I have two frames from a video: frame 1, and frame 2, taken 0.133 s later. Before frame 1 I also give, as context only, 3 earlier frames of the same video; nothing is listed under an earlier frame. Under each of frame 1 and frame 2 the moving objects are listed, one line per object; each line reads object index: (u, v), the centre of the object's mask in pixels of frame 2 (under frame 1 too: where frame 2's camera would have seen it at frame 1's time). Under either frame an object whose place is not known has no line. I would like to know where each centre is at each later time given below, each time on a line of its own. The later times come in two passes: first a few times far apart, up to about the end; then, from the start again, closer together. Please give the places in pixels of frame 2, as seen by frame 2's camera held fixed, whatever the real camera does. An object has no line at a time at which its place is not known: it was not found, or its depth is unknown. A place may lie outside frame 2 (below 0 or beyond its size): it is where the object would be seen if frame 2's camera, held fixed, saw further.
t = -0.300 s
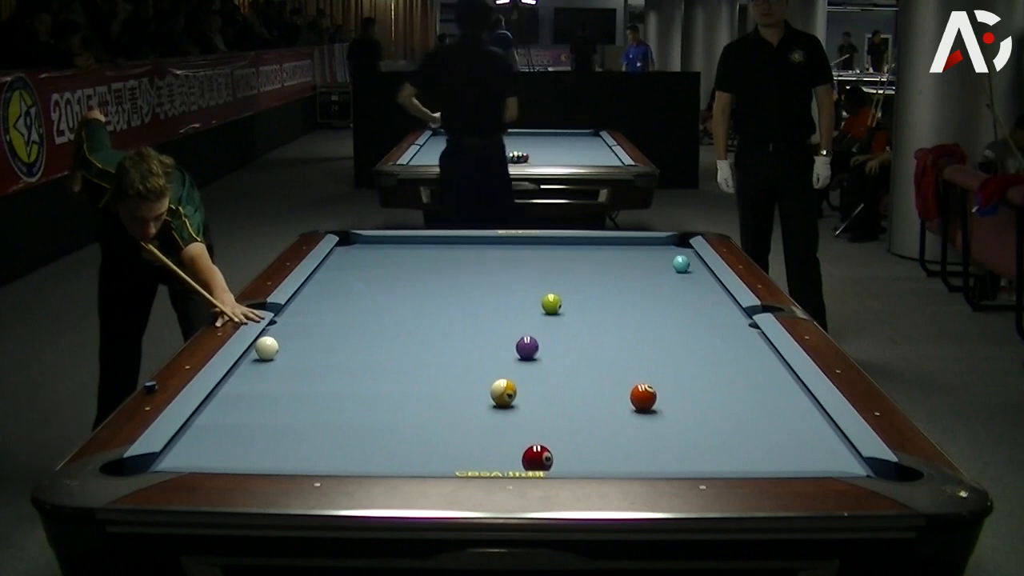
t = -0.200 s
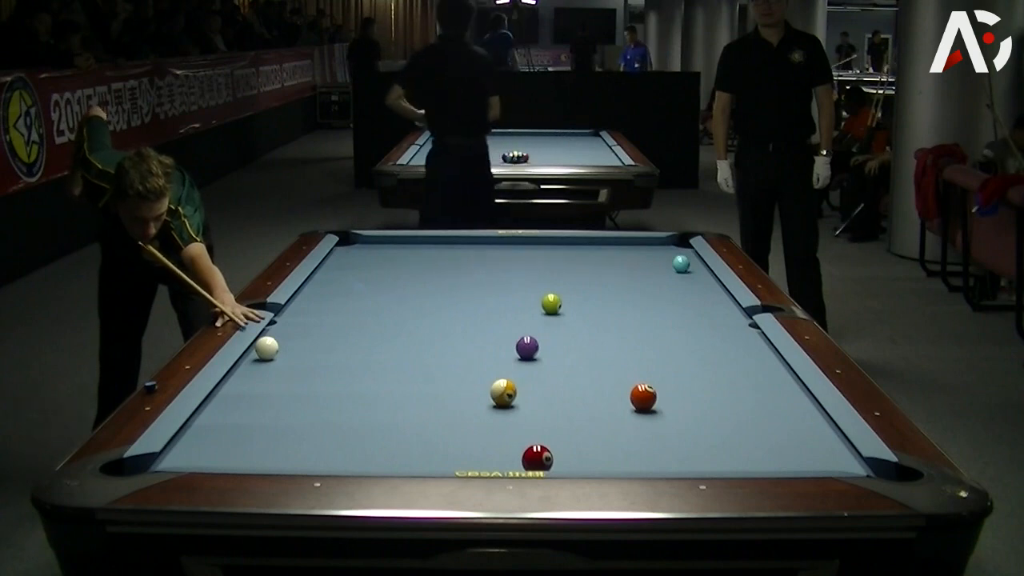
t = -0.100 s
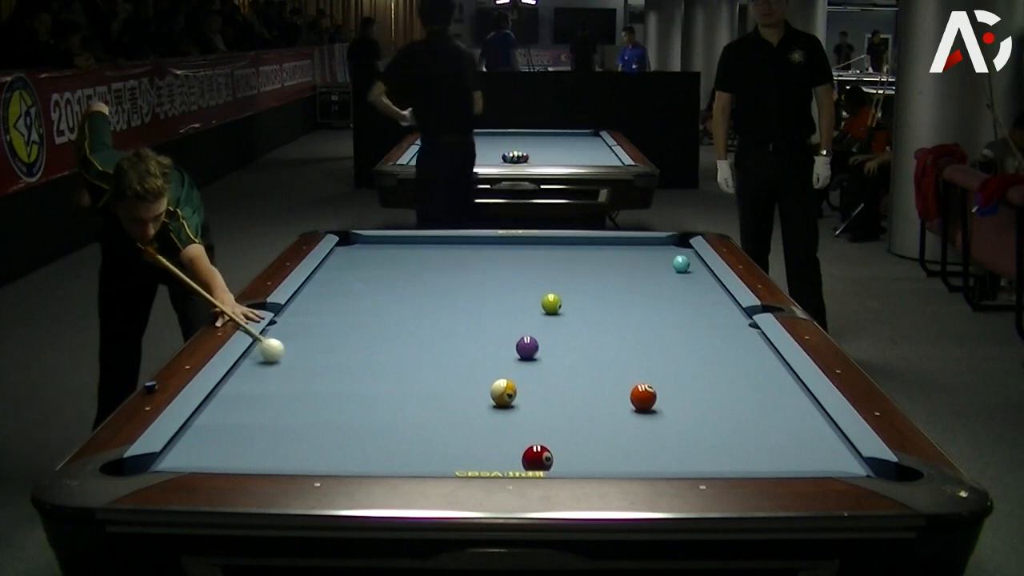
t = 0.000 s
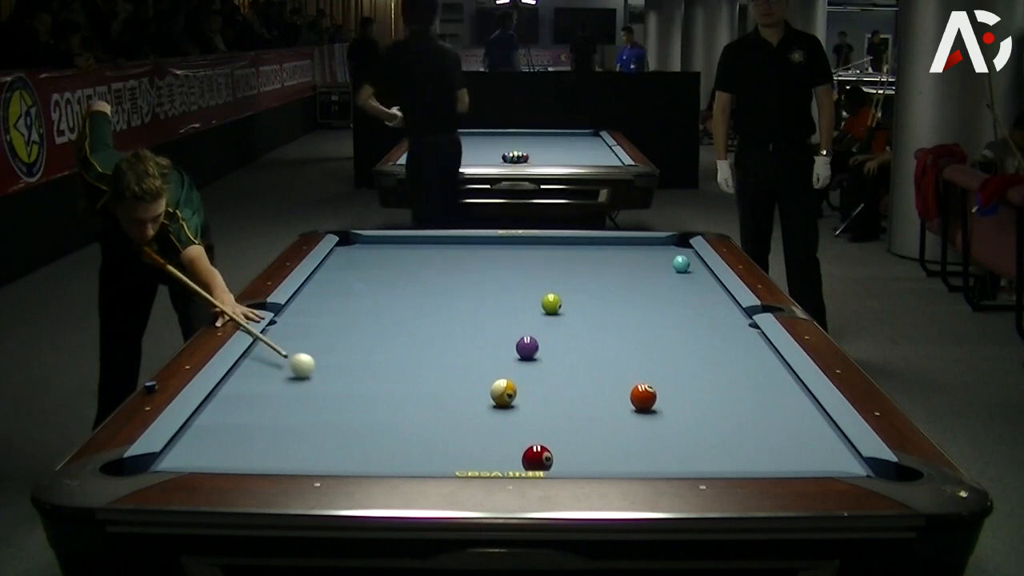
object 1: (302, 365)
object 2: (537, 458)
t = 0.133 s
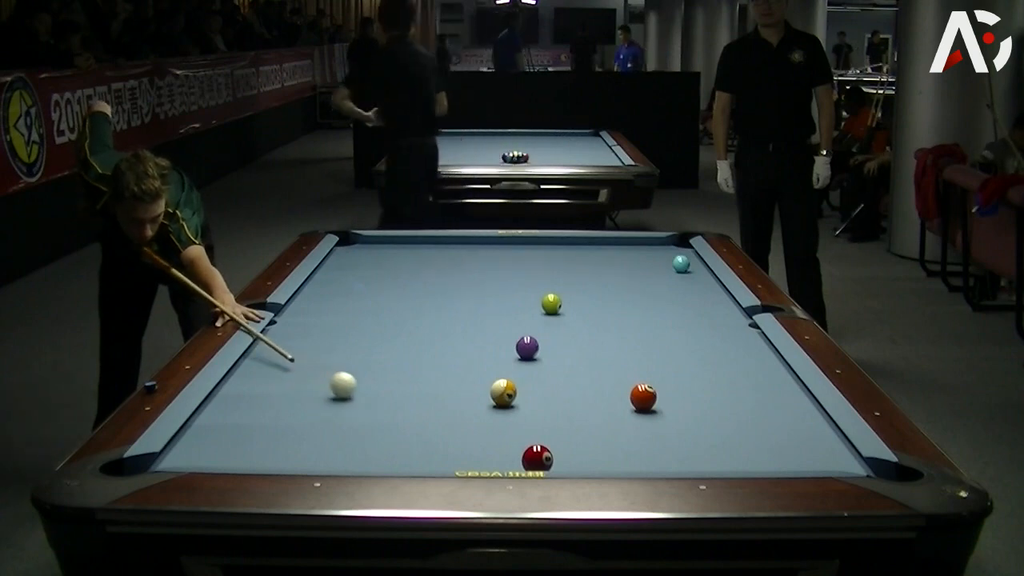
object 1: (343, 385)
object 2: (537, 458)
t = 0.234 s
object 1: (377, 401)
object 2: (537, 458)
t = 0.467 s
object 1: (468, 444)
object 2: (537, 458)
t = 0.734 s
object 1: (530, 451)
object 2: (584, 457)
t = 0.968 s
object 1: (559, 428)
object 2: (635, 456)
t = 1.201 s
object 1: (585, 408)
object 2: (683, 454)
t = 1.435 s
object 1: (607, 390)
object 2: (727, 453)
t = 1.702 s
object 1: (629, 372)
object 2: (775, 451)
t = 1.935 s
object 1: (646, 358)
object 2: (814, 450)
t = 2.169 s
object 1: (662, 346)
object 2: (832, 448)
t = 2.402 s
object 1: (675, 334)
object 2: (814, 448)
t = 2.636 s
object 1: (687, 324)
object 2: (798, 447)
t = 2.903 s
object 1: (699, 314)
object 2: (783, 447)
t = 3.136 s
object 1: (708, 306)
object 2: (772, 446)
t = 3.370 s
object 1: (717, 299)
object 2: (764, 446)
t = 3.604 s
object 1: (717, 292)
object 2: (758, 446)
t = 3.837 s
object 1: (708, 287)
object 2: (754, 446)
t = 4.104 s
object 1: (697, 281)
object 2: (753, 446)
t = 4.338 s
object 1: (688, 277)
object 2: (753, 446)
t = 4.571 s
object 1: (681, 273)
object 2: (753, 446)
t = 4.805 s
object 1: (674, 270)
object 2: (753, 446)
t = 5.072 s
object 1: (667, 266)
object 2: (753, 446)
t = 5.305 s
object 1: (660, 263)
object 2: (753, 446)
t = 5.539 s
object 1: (654, 261)
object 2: (753, 446)
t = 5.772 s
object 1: (648, 259)
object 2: (753, 446)
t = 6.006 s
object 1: (642, 257)
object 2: (753, 446)
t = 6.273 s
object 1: (637, 255)
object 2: (753, 446)
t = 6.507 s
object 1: (634, 254)
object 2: (753, 446)
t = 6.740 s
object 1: (631, 252)
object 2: (753, 446)
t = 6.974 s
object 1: (628, 251)
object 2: (753, 446)
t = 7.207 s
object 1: (627, 251)
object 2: (753, 446)
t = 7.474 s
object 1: (625, 250)
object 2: (753, 446)
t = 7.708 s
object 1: (624, 250)
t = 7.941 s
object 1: (624, 250)
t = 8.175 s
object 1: (624, 250)
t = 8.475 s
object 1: (623, 248)
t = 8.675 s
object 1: (624, 250)
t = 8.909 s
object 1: (624, 250)
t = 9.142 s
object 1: (624, 250)
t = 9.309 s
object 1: (624, 250)
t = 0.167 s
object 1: (354, 390)
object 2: (537, 458)
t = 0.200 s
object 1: (365, 396)
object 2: (537, 458)
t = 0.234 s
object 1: (377, 401)
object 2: (537, 458)
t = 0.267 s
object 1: (388, 407)
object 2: (537, 458)
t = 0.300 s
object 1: (401, 413)
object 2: (537, 458)
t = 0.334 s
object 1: (413, 419)
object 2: (537, 458)
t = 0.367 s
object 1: (426, 425)
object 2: (537, 458)
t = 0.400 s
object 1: (440, 432)
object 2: (537, 458)
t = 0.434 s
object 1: (454, 438)
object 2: (537, 458)
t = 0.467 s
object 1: (468, 444)
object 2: (537, 458)
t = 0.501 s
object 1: (482, 451)
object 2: (537, 458)
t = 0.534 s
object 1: (497, 456)
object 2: (537, 458)
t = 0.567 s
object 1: (508, 461)
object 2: (543, 458)
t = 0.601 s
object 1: (513, 463)
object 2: (553, 458)
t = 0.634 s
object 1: (517, 461)
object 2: (562, 458)
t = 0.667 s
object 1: (521, 458)
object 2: (569, 457)
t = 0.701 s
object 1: (525, 455)
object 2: (577, 457)
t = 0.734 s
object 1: (530, 451)
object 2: (584, 457)
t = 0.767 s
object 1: (535, 448)
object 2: (592, 457)
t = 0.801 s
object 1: (539, 445)
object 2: (599, 457)
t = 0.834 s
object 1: (543, 442)
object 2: (606, 457)
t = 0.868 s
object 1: (547, 438)
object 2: (614, 456)
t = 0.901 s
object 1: (552, 435)
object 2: (621, 456)
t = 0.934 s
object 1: (556, 432)
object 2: (628, 456)
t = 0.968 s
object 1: (559, 428)
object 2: (635, 456)
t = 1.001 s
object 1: (563, 425)
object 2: (642, 455)
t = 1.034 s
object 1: (567, 422)
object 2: (649, 456)
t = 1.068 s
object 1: (571, 419)
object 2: (656, 455)
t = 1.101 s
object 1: (574, 416)
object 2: (663, 455)
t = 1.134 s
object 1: (578, 413)
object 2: (670, 455)
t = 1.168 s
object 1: (581, 411)
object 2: (676, 455)
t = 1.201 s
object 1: (585, 408)
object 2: (683, 454)
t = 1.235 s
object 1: (588, 405)
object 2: (690, 455)
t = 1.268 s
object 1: (592, 403)
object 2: (696, 454)
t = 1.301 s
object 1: (595, 400)
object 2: (702, 454)
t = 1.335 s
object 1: (598, 397)
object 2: (709, 454)
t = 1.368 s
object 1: (601, 395)
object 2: (715, 454)
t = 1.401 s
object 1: (604, 392)
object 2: (721, 453)
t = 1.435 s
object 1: (607, 390)
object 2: (727, 453)
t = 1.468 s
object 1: (610, 387)
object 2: (734, 453)
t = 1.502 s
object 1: (613, 385)
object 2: (740, 453)
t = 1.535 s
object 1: (616, 383)
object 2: (746, 452)
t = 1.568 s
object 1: (619, 380)
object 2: (752, 452)
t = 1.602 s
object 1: (621, 378)
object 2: (758, 452)
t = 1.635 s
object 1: (624, 376)
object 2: (764, 452)
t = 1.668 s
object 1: (627, 374)
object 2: (770, 451)
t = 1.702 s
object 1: (629, 372)
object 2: (775, 451)
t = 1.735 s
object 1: (632, 369)
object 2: (781, 451)
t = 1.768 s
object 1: (635, 368)
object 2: (787, 451)
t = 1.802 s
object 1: (637, 366)
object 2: (792, 450)
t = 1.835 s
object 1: (640, 363)
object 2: (798, 450)
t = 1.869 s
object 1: (642, 362)
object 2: (803, 450)
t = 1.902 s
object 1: (644, 360)
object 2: (809, 450)
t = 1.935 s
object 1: (646, 358)
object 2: (814, 450)
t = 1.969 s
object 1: (649, 356)
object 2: (819, 449)
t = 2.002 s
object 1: (651, 354)
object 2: (824, 449)
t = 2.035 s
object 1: (653, 352)
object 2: (829, 449)
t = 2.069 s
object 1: (656, 351)
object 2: (835, 448)
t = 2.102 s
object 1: (658, 349)
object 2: (838, 449)
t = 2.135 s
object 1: (660, 347)
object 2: (835, 448)
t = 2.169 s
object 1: (662, 346)
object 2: (832, 448)
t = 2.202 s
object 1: (664, 344)
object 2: (829, 448)
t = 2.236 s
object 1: (666, 342)
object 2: (826, 448)
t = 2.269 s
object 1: (668, 341)
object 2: (824, 448)
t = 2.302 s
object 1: (670, 339)
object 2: (821, 448)
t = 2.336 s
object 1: (671, 337)
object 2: (819, 448)
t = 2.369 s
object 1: (673, 336)
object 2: (816, 448)
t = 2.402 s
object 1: (675, 334)
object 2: (814, 448)
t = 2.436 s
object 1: (677, 333)
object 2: (811, 448)
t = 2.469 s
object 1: (679, 332)
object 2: (809, 448)
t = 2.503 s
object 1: (681, 330)
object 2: (807, 447)
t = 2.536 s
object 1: (682, 329)
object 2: (804, 447)
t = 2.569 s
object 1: (684, 327)
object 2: (802, 447)
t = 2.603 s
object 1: (686, 326)
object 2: (800, 447)
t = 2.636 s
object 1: (687, 324)
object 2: (798, 447)
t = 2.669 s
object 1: (689, 323)
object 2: (796, 447)
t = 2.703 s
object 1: (691, 322)
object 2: (794, 447)
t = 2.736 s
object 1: (692, 321)
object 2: (792, 447)
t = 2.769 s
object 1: (694, 319)
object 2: (790, 447)
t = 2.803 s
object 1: (695, 318)
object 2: (788, 447)
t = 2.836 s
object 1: (696, 317)
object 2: (786, 447)
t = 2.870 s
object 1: (698, 316)
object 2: (784, 447)
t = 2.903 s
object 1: (699, 314)
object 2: (783, 447)
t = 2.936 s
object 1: (701, 313)
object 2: (781, 447)
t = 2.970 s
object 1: (702, 312)
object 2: (779, 447)
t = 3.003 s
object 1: (703, 311)
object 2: (778, 447)
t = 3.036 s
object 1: (705, 309)
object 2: (776, 446)
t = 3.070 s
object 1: (706, 308)
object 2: (775, 447)
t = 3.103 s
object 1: (707, 307)
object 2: (773, 446)
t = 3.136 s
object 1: (708, 306)
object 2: (772, 446)
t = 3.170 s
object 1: (710, 305)
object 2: (771, 446)
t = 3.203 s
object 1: (711, 304)
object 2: (769, 446)
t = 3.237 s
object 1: (712, 303)
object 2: (768, 446)
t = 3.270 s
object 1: (713, 302)
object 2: (767, 446)
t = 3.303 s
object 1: (714, 301)
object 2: (766, 446)
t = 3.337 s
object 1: (715, 300)
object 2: (765, 446)
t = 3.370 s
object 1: (717, 299)
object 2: (764, 446)
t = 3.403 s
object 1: (717, 298)
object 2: (762, 446)
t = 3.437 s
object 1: (719, 297)
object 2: (762, 446)
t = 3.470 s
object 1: (720, 296)
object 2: (761, 446)
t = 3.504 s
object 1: (720, 295)
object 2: (760, 446)
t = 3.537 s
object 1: (720, 294)
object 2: (759, 446)
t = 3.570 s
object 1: (719, 293)
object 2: (758, 446)
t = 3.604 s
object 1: (717, 292)
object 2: (758, 446)
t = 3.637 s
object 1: (716, 292)
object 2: (757, 446)
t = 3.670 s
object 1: (715, 291)
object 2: (756, 446)
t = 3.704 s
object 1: (713, 290)
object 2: (756, 446)
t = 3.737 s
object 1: (712, 289)
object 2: (755, 446)
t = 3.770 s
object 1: (710, 288)
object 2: (755, 446)
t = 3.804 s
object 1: (709, 288)
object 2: (754, 446)
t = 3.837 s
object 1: (708, 287)
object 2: (754, 446)
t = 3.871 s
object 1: (707, 286)
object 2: (754, 446)
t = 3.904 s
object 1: (705, 286)
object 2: (753, 446)
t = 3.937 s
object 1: (704, 285)
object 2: (753, 446)
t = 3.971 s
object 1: (703, 284)
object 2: (753, 446)
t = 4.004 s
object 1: (701, 283)
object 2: (753, 446)
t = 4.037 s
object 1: (700, 283)
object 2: (753, 446)
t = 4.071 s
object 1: (698, 282)
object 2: (753, 446)
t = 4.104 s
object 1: (697, 281)
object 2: (753, 446)
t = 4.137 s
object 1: (696, 281)
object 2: (753, 446)
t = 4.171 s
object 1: (695, 280)
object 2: (753, 446)
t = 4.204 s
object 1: (693, 280)
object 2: (753, 446)
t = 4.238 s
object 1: (692, 279)
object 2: (753, 446)
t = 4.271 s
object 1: (691, 279)
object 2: (753, 446)
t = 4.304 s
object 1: (690, 278)
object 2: (753, 446)
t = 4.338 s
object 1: (688, 277)
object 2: (753, 446)
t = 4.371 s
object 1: (687, 277)
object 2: (753, 446)
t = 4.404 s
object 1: (686, 276)
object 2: (753, 446)
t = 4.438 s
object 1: (685, 275)
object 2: (753, 446)
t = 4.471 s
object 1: (684, 275)
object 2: (753, 446)
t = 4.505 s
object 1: (683, 274)
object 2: (753, 446)
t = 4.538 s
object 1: (682, 274)
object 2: (753, 446)
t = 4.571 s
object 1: (681, 273)
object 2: (753, 446)
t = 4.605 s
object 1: (680, 273)
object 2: (753, 446)
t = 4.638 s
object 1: (679, 272)
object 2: (753, 446)
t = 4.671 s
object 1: (678, 272)
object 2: (753, 446)
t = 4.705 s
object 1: (677, 271)
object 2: (753, 446)
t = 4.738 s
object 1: (676, 270)
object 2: (753, 446)
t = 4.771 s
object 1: (675, 270)
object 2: (753, 446)
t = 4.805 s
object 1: (674, 270)
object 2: (753, 446)
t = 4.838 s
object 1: (673, 269)
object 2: (753, 446)
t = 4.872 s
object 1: (673, 269)
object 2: (753, 446)
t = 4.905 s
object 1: (672, 268)
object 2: (753, 446)
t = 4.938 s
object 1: (671, 268)
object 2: (753, 446)
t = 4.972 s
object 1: (670, 267)
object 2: (753, 446)
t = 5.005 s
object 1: (669, 267)
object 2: (753, 446)
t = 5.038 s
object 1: (668, 266)
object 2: (753, 446)
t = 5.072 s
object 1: (667, 266)
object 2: (753, 446)
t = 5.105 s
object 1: (666, 265)
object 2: (753, 446)
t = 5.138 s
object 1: (665, 265)
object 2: (753, 446)
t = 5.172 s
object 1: (664, 265)
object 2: (753, 446)
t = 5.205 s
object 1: (663, 264)
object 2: (753, 446)
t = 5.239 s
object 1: (662, 264)
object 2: (753, 446)
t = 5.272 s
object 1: (661, 264)
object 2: (753, 446)
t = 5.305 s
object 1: (660, 263)
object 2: (753, 446)
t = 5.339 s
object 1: (659, 263)
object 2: (753, 446)
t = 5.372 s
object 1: (658, 262)
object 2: (753, 446)
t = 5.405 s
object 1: (657, 262)
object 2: (753, 446)
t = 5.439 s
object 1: (657, 262)
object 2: (753, 446)
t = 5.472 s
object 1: (656, 261)
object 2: (753, 446)
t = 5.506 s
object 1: (655, 261)
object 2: (753, 446)
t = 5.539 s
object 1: (654, 261)
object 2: (753, 446)
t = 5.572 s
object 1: (653, 261)
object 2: (753, 446)
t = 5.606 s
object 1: (652, 260)
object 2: (753, 446)
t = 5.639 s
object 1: (651, 260)
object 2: (753, 446)
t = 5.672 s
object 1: (650, 259)
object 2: (753, 446)
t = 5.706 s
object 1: (650, 259)
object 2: (753, 446)
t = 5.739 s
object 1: (649, 259)
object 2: (753, 446)
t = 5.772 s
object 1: (648, 259)
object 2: (753, 446)
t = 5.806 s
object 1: (647, 258)
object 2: (753, 446)
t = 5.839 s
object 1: (646, 258)
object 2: (753, 446)
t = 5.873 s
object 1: (645, 258)
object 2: (753, 446)
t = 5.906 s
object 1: (645, 257)
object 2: (753, 446)
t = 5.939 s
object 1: (644, 257)
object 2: (753, 446)
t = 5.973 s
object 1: (643, 257)
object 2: (753, 446)
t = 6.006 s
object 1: (642, 257)
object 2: (753, 446)
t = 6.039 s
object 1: (642, 257)
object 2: (753, 446)
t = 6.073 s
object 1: (641, 256)
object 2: (753, 446)
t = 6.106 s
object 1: (640, 256)
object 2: (753, 446)
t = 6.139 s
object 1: (640, 256)
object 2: (753, 446)
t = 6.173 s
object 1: (639, 255)
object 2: (753, 446)
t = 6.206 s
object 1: (639, 255)
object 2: (753, 446)
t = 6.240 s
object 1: (638, 255)
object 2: (753, 446)
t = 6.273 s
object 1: (637, 255)
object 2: (753, 446)
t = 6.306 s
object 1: (637, 254)
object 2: (753, 446)
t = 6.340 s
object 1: (636, 254)
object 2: (753, 446)
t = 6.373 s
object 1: (636, 254)
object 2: (753, 446)
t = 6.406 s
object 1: (635, 254)
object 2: (753, 446)
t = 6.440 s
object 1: (635, 254)
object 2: (753, 446)
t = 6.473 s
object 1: (634, 254)
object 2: (753, 446)
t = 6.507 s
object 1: (634, 254)
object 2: (753, 446)
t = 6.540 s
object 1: (633, 253)
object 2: (753, 446)
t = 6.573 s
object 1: (633, 253)
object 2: (753, 446)
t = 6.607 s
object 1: (632, 253)
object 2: (753, 446)
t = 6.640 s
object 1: (632, 253)
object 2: (753, 446)
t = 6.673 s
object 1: (631, 253)
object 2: (753, 446)
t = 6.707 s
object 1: (631, 252)
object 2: (753, 446)
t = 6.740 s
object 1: (631, 252)
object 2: (753, 446)
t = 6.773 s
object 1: (630, 252)
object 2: (753, 446)
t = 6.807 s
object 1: (630, 252)
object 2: (753, 446)
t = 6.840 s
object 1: (630, 252)
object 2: (753, 446)
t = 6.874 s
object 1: (629, 252)
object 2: (753, 446)
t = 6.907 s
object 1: (629, 252)
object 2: (753, 446)
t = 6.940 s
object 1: (629, 251)
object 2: (753, 446)
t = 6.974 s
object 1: (628, 251)
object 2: (753, 446)
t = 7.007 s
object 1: (628, 251)
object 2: (753, 446)
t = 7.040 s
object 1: (628, 251)
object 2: (753, 446)
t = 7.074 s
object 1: (628, 251)
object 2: (753, 446)
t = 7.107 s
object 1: (628, 251)
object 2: (753, 446)
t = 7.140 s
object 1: (627, 251)
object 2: (753, 446)
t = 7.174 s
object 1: (627, 251)
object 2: (753, 446)
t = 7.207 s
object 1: (627, 251)
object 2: (753, 446)
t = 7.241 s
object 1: (626, 251)
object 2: (753, 446)
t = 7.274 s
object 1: (626, 250)
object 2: (753, 446)
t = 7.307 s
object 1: (626, 250)
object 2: (753, 446)
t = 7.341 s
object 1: (626, 250)
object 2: (753, 446)
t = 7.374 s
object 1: (625, 250)
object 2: (753, 446)
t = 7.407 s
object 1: (625, 250)
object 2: (753, 446)
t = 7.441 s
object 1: (625, 250)
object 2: (753, 446)
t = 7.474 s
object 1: (625, 250)
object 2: (753, 446)
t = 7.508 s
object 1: (625, 250)
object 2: (753, 446)
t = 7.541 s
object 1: (625, 250)
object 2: (753, 446)
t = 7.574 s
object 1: (625, 250)
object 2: (753, 446)
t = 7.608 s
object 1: (625, 250)
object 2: (753, 446)
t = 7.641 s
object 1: (625, 250)
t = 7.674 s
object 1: (624, 250)
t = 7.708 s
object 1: (624, 250)
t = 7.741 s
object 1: (624, 250)
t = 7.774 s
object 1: (624, 250)
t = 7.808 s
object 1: (624, 250)
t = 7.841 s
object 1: (624, 250)
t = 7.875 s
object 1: (624, 250)
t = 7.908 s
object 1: (624, 250)
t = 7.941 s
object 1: (624, 250)
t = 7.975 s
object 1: (624, 250)
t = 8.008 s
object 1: (624, 250)
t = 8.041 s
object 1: (625, 250)
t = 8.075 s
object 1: (624, 250)
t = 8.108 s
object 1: (624, 250)
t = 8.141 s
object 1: (624, 250)
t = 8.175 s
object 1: (624, 250)
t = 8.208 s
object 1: (624, 250)
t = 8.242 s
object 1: (624, 250)
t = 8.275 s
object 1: (624, 249)
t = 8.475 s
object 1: (623, 248)
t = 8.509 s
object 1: (625, 250)
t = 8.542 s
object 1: (624, 250)
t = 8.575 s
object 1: (624, 250)
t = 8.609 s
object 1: (624, 250)
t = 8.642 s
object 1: (624, 250)
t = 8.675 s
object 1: (624, 250)
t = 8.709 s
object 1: (624, 250)
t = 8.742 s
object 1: (624, 250)
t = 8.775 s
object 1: (624, 250)
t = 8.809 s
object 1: (624, 250)
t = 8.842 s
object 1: (624, 250)
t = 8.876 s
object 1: (624, 250)
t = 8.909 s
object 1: (624, 250)
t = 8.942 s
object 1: (624, 250)
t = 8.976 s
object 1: (624, 250)
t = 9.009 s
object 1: (624, 250)
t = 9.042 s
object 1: (624, 250)
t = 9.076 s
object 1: (624, 250)
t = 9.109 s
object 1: (624, 250)
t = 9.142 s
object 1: (624, 250)
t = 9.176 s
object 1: (624, 250)
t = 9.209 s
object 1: (624, 250)
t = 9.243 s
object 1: (624, 250)
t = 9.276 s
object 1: (624, 250)
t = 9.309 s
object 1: (624, 250)
